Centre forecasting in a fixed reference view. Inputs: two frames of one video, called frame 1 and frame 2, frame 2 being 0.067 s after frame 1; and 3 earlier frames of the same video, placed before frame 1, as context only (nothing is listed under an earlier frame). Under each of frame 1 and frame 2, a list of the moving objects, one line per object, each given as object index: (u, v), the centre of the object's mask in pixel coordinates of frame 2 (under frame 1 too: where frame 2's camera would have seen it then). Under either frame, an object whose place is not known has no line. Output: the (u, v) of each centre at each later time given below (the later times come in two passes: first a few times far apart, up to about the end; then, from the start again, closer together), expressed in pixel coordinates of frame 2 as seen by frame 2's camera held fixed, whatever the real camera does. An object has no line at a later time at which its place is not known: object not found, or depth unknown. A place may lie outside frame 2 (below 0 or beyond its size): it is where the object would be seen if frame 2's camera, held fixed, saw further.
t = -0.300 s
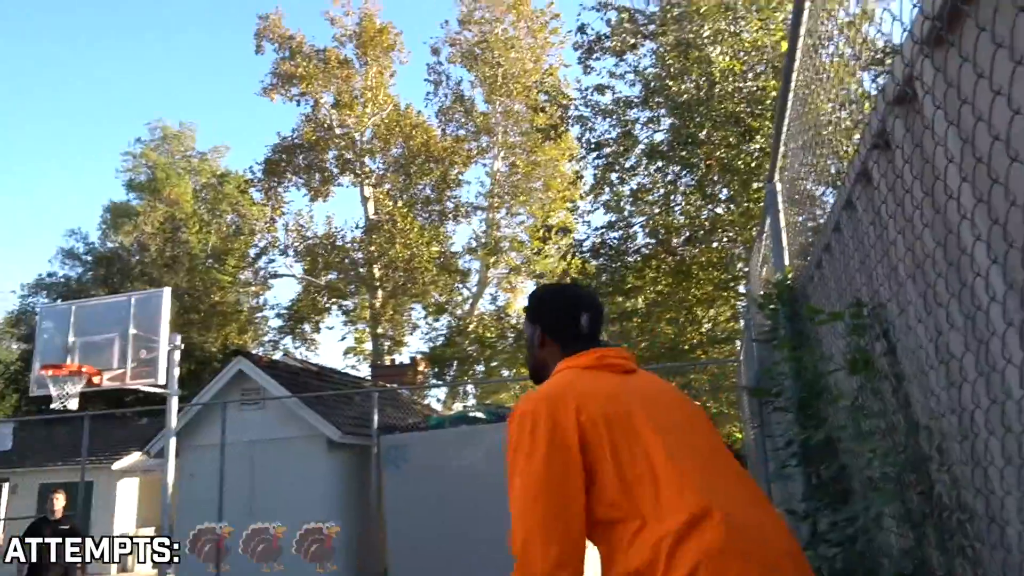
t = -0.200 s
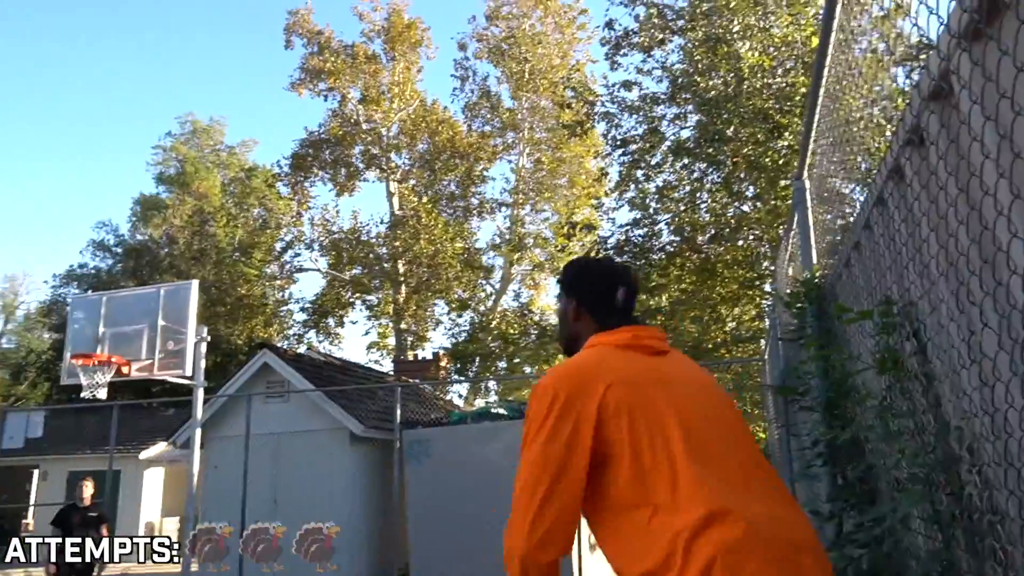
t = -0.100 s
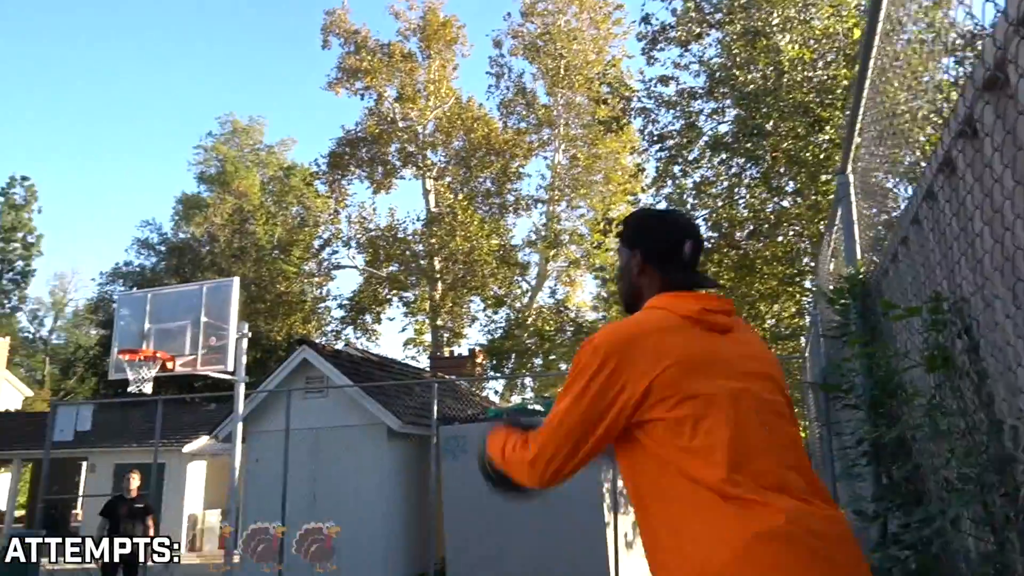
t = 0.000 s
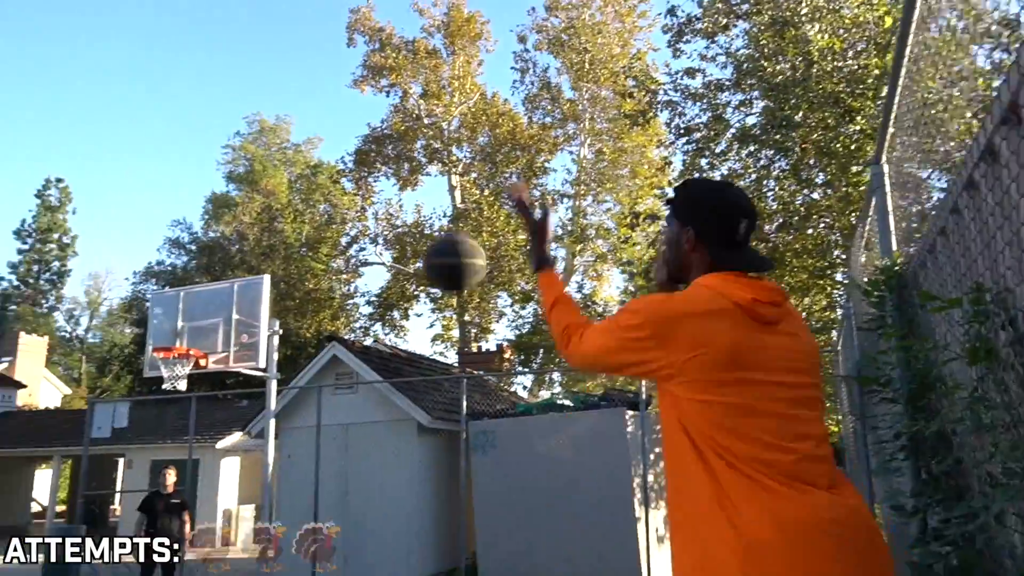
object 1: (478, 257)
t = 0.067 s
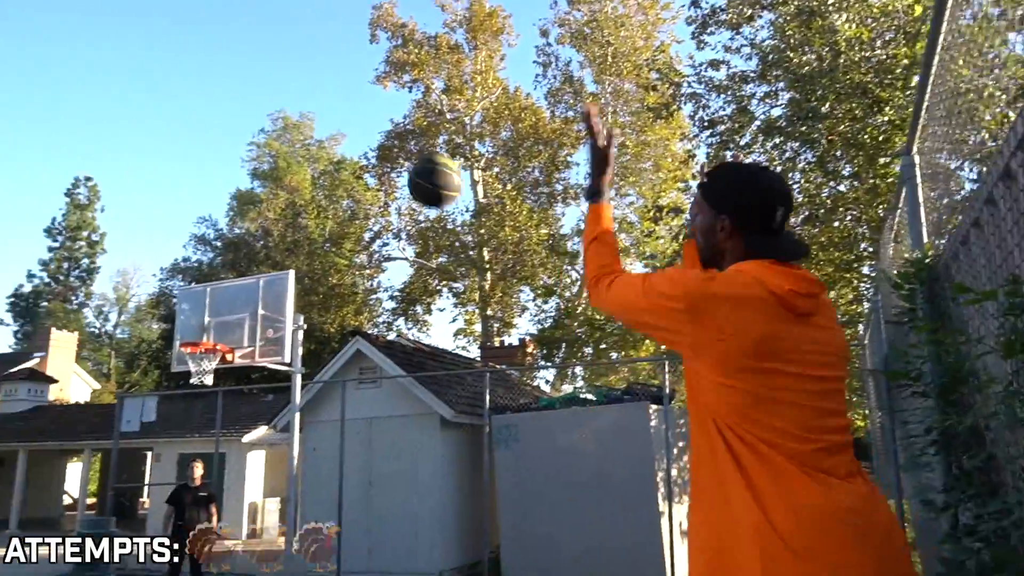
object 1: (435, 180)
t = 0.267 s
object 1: (356, 73)
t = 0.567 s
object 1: (290, 62)
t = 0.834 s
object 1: (251, 120)
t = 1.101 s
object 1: (218, 217)
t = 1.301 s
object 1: (196, 309)
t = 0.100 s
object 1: (418, 154)
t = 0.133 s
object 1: (403, 131)
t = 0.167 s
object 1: (389, 112)
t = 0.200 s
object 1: (377, 96)
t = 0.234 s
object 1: (366, 84)
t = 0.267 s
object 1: (356, 73)
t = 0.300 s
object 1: (346, 66)
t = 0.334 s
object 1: (338, 60)
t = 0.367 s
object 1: (330, 56)
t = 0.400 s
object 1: (322, 54)
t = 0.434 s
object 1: (315, 53)
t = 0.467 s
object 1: (309, 53)
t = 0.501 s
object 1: (302, 55)
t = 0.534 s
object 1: (296, 58)
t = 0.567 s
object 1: (290, 62)
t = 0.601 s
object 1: (285, 67)
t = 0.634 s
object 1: (279, 72)
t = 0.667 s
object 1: (274, 78)
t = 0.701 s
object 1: (269, 85)
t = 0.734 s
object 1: (264, 93)
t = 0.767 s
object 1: (260, 101)
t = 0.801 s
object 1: (255, 111)
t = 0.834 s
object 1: (251, 120)
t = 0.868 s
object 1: (246, 130)
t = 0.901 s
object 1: (242, 141)
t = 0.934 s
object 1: (237, 152)
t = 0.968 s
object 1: (233, 164)
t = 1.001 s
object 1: (230, 177)
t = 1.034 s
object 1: (226, 189)
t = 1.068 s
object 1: (223, 203)
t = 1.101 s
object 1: (218, 217)
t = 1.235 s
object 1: (205, 276)
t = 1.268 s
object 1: (200, 292)
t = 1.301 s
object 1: (196, 309)
